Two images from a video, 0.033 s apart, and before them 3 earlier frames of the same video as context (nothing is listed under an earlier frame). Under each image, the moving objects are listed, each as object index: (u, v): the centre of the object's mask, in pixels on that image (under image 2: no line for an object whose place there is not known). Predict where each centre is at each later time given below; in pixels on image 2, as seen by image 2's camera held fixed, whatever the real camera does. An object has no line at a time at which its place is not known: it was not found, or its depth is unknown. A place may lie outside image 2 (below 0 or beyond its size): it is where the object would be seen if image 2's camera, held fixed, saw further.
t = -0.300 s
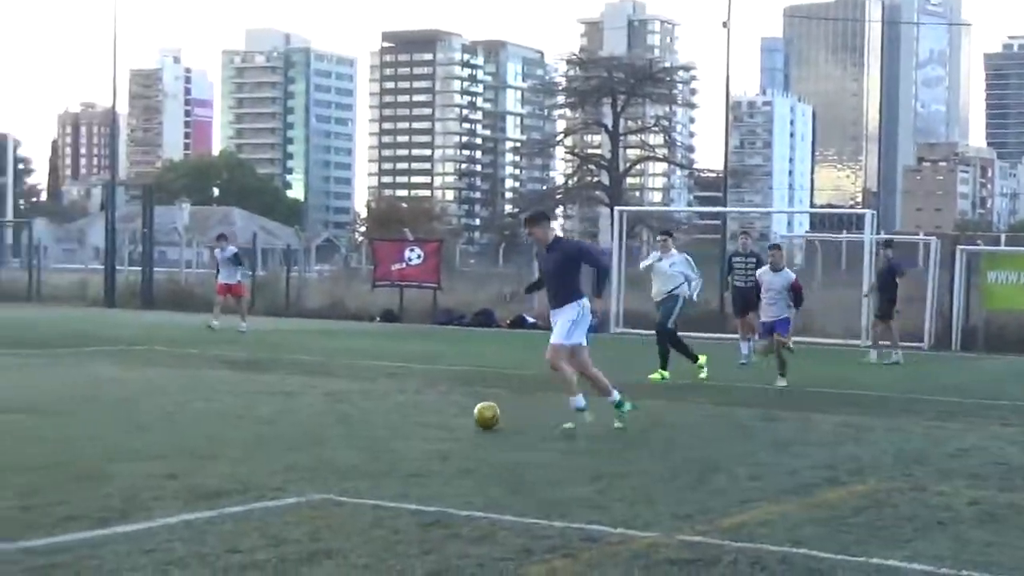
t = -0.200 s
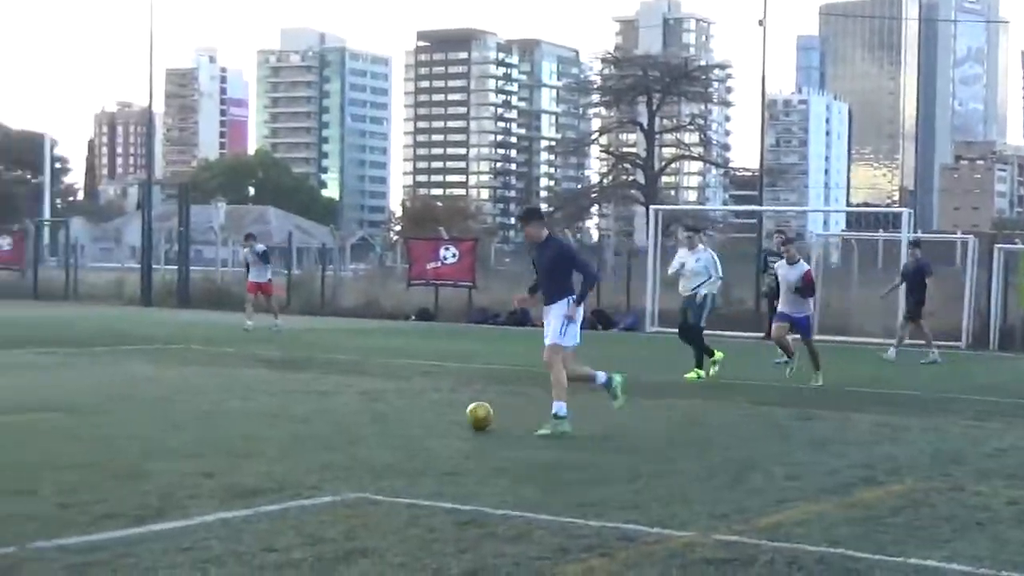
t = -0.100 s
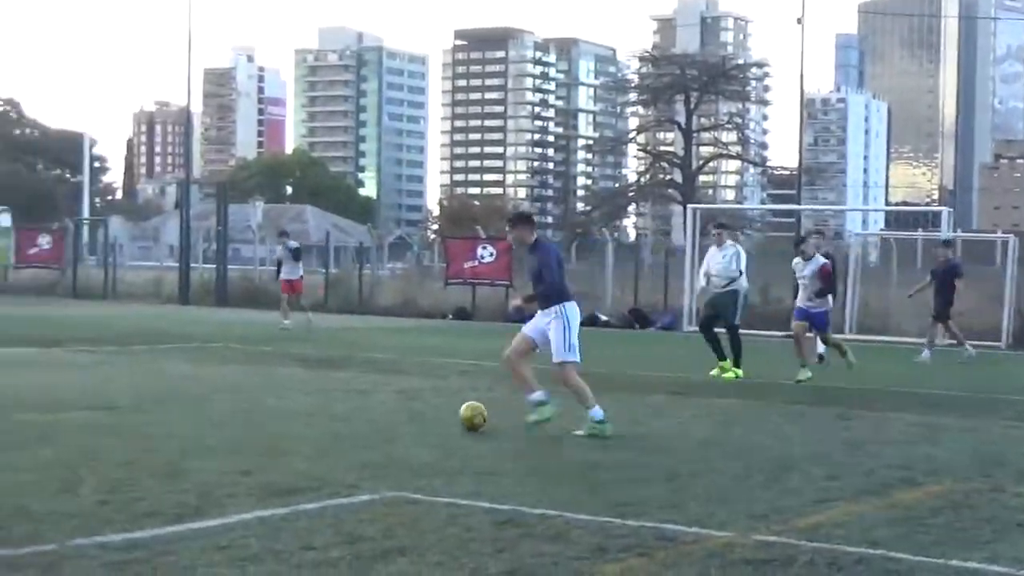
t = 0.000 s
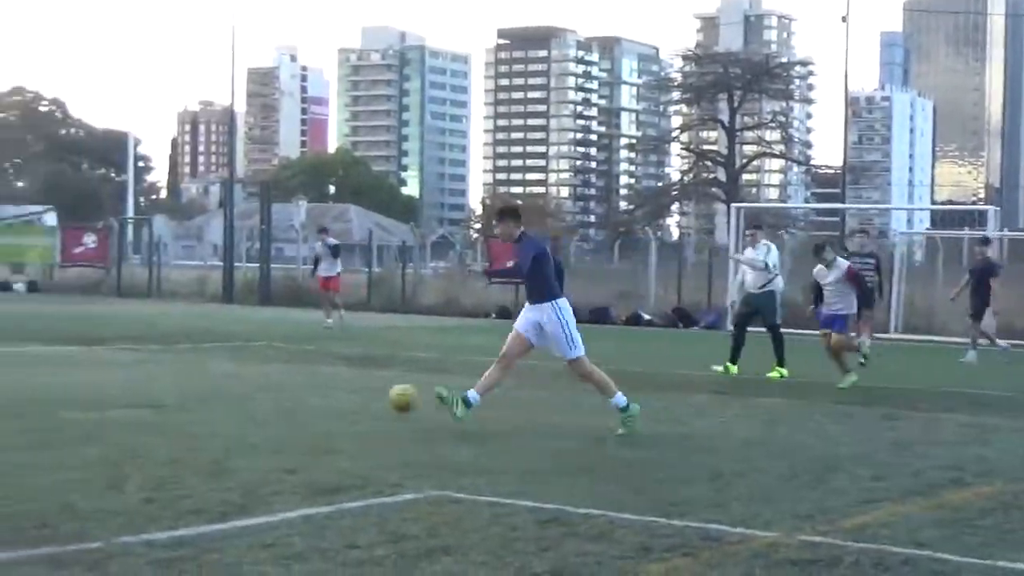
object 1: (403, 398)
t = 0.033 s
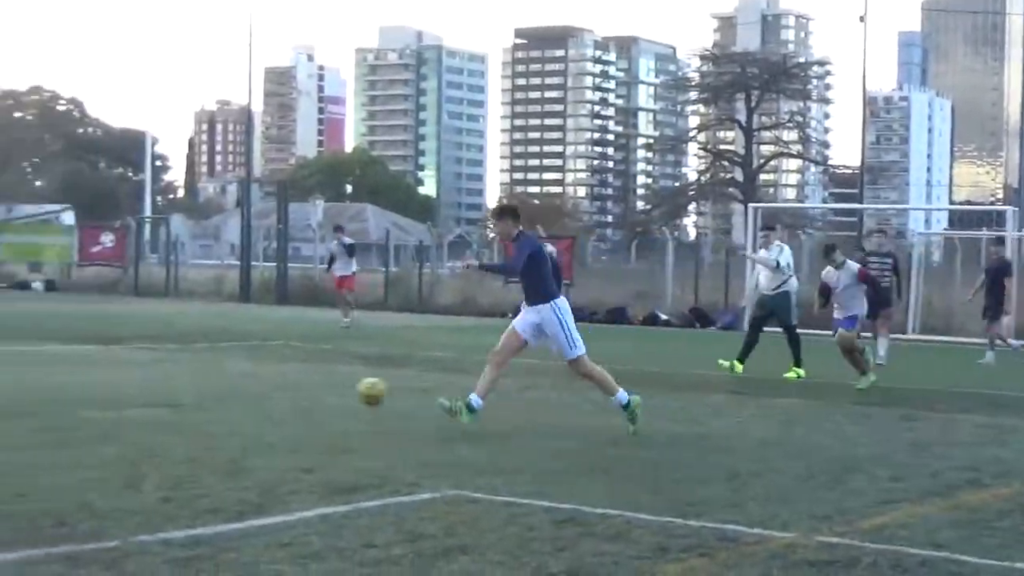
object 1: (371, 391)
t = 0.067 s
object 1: (326, 386)
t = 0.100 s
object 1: (278, 384)
